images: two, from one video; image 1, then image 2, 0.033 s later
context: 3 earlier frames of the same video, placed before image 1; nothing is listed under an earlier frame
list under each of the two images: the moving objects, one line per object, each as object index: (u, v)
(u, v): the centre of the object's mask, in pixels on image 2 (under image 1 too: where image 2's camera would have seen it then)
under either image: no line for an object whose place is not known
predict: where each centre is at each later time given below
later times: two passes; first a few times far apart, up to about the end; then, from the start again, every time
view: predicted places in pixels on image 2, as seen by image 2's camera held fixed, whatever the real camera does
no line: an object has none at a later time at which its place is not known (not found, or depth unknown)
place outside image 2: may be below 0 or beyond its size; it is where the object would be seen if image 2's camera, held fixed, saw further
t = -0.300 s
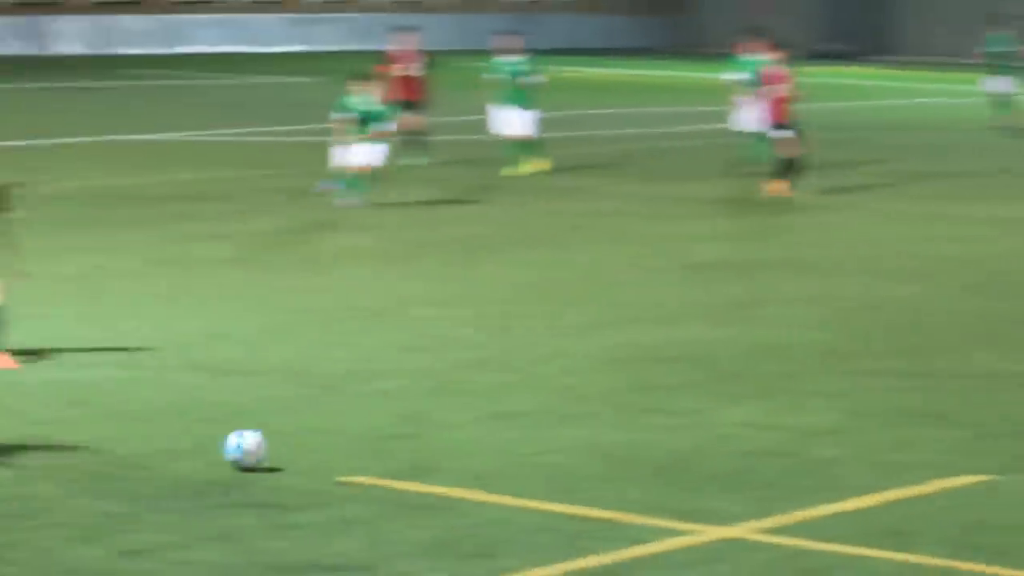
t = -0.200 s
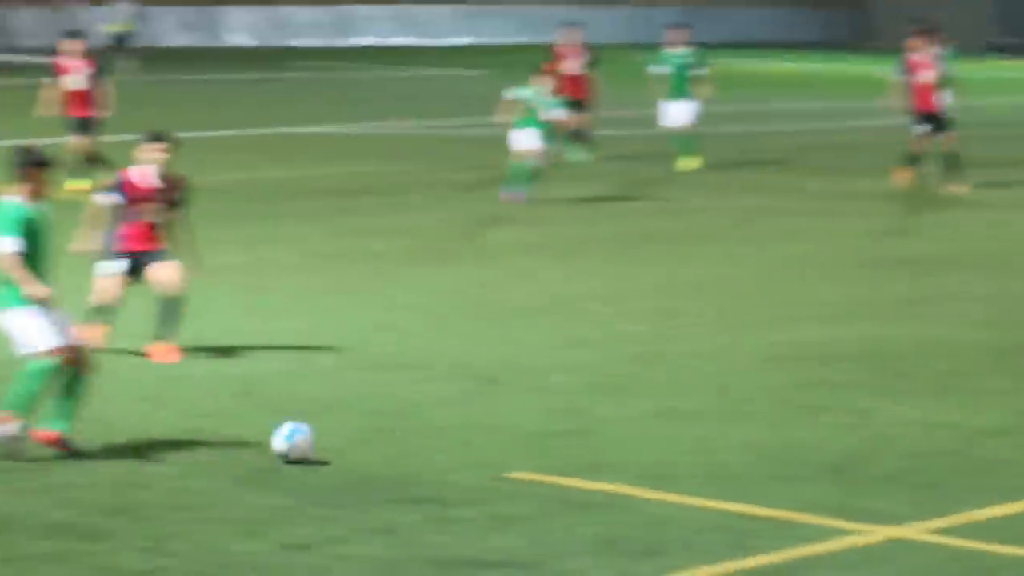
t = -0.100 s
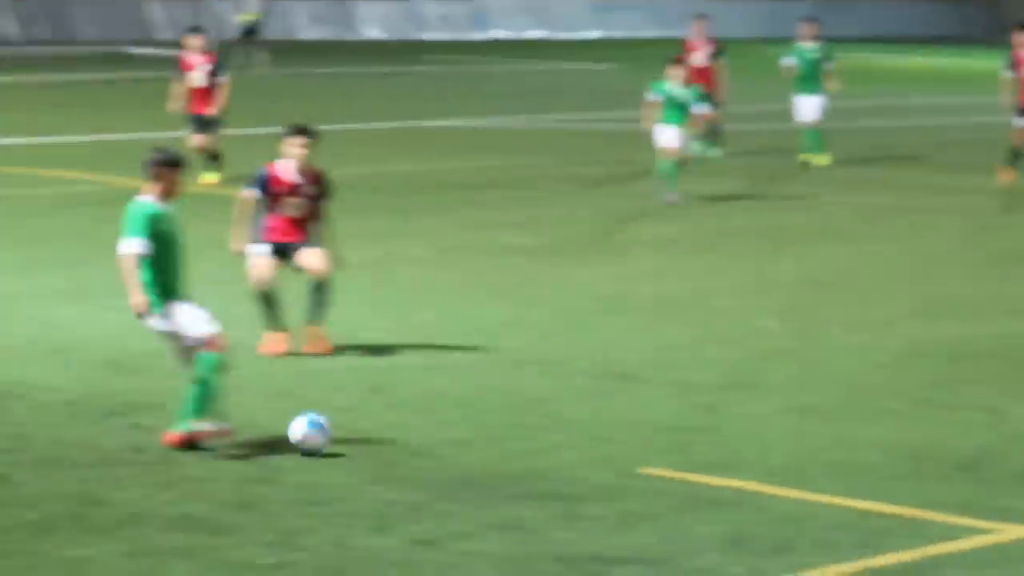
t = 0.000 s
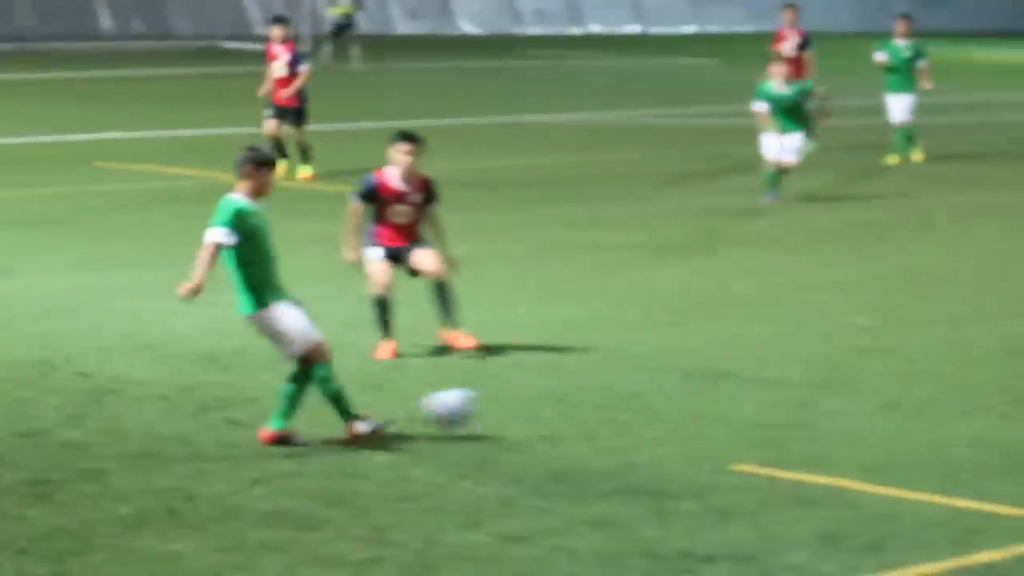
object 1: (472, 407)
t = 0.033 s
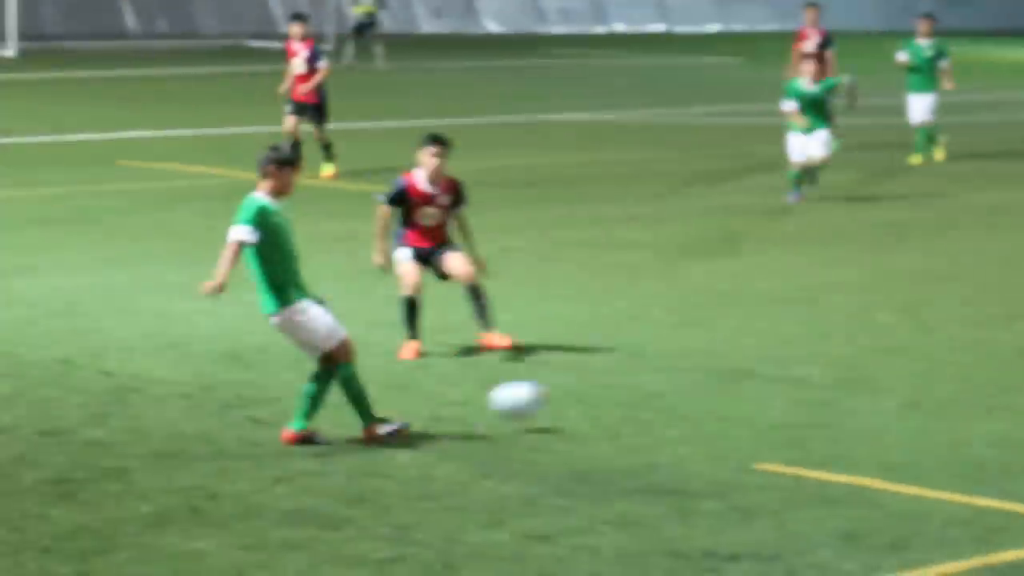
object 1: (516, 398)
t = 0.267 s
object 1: (780, 367)
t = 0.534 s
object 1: (997, 344)
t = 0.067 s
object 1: (559, 394)
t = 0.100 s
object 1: (602, 391)
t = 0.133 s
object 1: (644, 391)
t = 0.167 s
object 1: (683, 387)
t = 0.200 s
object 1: (717, 380)
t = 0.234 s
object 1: (749, 372)
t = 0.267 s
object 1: (780, 367)
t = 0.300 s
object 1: (812, 365)
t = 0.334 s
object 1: (843, 363)
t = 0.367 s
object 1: (874, 362)
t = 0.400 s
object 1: (900, 357)
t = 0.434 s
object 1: (925, 352)
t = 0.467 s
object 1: (950, 349)
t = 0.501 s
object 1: (974, 347)
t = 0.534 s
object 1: (997, 344)
